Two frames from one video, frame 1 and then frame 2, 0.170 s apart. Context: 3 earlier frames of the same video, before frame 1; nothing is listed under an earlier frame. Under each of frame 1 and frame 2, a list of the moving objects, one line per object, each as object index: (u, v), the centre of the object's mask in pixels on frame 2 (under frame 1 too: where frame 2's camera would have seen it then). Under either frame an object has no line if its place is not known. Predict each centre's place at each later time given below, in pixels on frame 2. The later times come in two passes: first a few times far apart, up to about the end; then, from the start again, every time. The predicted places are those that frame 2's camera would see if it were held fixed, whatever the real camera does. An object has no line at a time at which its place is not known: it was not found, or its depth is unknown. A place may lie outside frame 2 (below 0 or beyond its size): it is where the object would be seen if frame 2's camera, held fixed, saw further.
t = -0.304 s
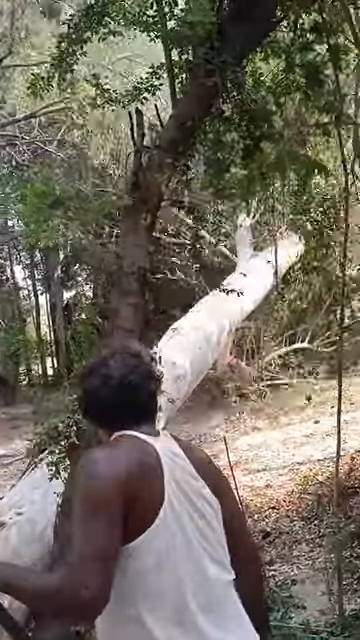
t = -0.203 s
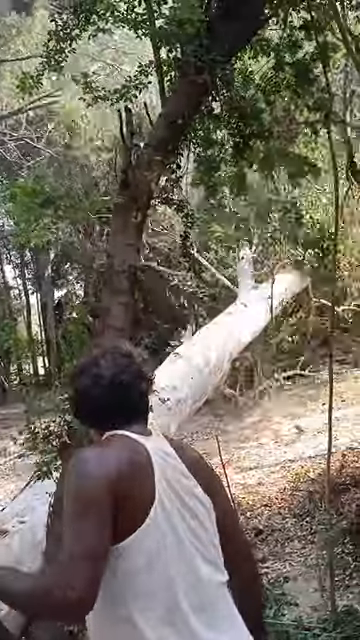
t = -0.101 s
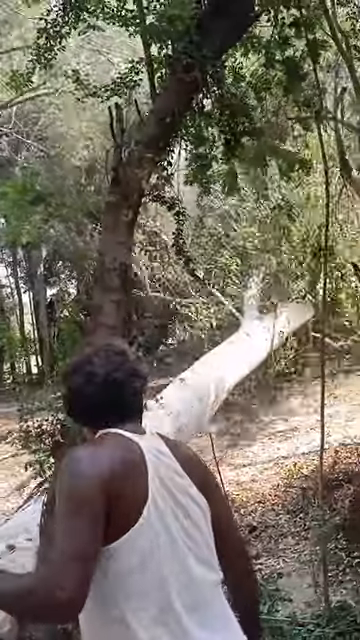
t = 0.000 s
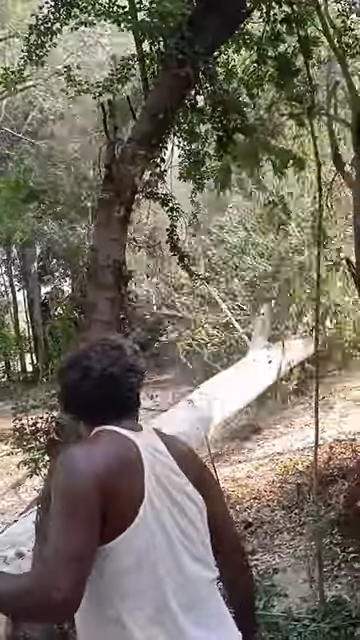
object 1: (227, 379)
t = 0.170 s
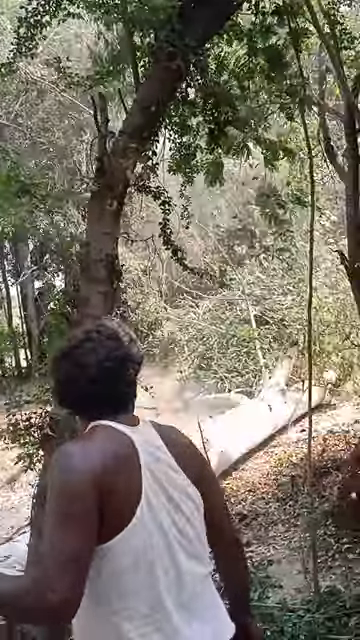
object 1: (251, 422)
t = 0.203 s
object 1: (252, 420)
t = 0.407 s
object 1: (246, 401)
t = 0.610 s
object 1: (248, 409)
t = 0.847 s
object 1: (248, 408)
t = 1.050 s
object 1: (249, 408)
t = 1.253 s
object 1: (250, 410)
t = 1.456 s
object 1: (250, 408)
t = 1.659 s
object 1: (251, 407)
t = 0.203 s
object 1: (252, 420)
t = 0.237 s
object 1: (249, 416)
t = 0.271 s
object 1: (248, 413)
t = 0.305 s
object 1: (246, 411)
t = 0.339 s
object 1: (244, 411)
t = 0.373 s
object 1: (247, 402)
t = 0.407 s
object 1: (246, 401)
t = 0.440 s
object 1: (246, 400)
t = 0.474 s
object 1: (247, 400)
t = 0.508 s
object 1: (248, 401)
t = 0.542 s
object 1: (248, 403)
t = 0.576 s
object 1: (248, 406)
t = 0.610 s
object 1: (248, 409)
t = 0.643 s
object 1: (250, 409)
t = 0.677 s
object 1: (249, 412)
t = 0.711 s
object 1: (249, 414)
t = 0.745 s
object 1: (249, 414)
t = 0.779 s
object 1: (249, 411)
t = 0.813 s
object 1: (248, 410)
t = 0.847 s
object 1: (248, 408)
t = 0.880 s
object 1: (249, 406)
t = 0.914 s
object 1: (249, 404)
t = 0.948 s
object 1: (250, 404)
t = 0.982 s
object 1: (249, 404)
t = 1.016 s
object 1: (249, 407)
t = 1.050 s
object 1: (249, 408)
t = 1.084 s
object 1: (250, 409)
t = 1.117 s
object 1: (251, 410)
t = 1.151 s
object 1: (251, 410)
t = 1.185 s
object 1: (251, 410)
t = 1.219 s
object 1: (250, 411)
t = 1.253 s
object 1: (250, 410)
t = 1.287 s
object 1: (250, 410)
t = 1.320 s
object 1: (250, 407)
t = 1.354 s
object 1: (249, 407)
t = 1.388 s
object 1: (250, 407)
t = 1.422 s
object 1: (250, 409)
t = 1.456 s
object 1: (250, 408)
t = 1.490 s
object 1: (250, 408)
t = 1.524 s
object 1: (250, 409)
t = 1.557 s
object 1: (251, 409)
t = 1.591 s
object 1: (251, 408)
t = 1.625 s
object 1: (251, 408)
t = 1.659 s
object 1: (251, 407)
